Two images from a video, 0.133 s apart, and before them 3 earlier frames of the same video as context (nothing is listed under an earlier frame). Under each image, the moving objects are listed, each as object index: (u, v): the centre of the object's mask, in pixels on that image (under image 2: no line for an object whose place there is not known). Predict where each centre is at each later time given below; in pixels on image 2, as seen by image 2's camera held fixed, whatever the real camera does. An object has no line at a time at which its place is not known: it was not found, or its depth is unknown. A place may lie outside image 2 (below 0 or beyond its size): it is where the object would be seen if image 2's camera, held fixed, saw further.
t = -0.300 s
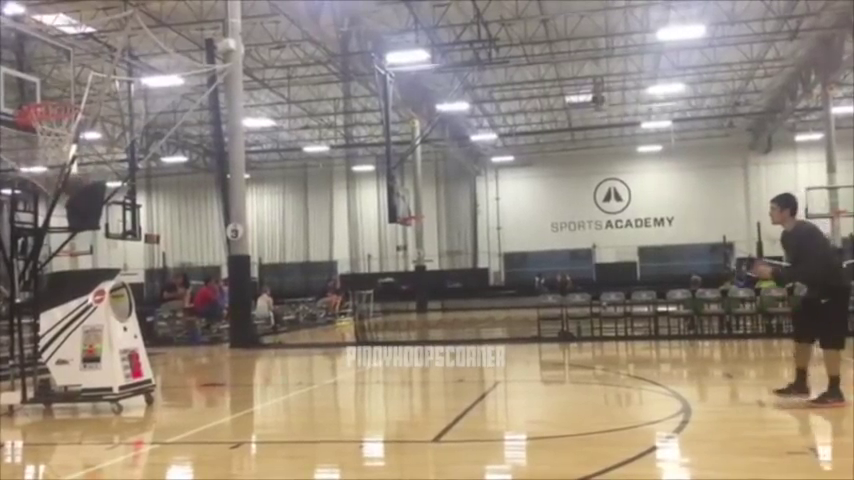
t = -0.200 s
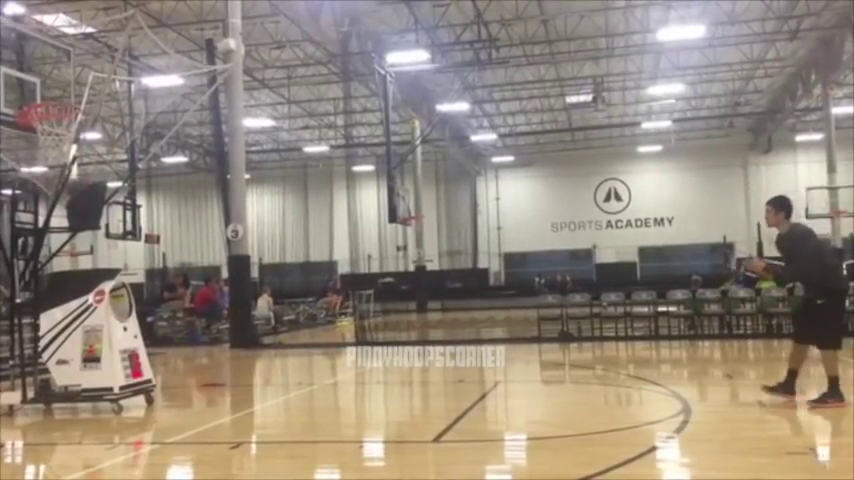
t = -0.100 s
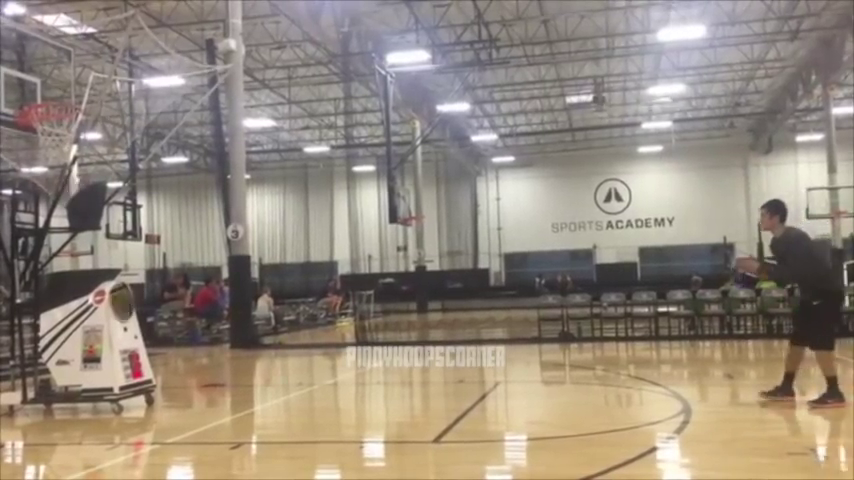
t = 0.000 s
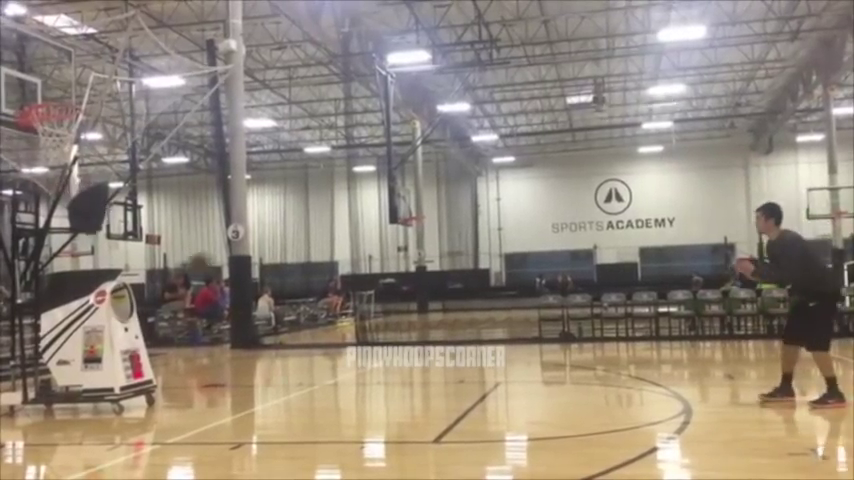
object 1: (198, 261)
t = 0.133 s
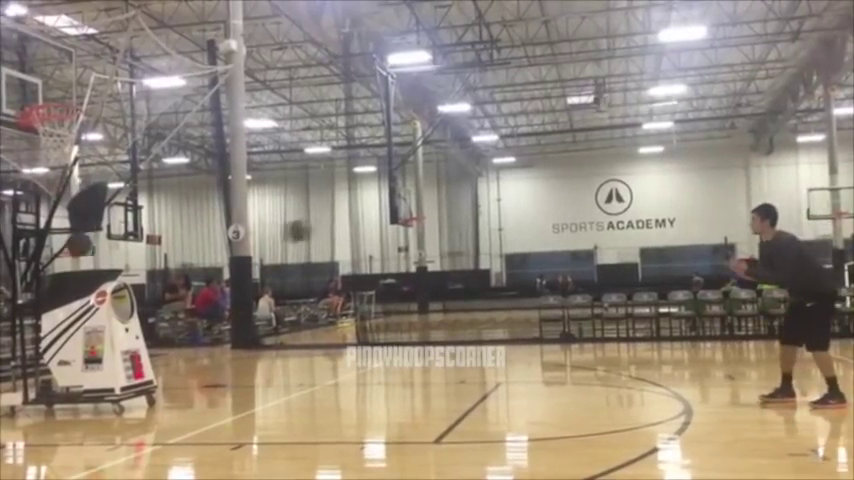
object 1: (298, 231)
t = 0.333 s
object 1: (449, 212)
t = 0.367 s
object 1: (474, 212)
